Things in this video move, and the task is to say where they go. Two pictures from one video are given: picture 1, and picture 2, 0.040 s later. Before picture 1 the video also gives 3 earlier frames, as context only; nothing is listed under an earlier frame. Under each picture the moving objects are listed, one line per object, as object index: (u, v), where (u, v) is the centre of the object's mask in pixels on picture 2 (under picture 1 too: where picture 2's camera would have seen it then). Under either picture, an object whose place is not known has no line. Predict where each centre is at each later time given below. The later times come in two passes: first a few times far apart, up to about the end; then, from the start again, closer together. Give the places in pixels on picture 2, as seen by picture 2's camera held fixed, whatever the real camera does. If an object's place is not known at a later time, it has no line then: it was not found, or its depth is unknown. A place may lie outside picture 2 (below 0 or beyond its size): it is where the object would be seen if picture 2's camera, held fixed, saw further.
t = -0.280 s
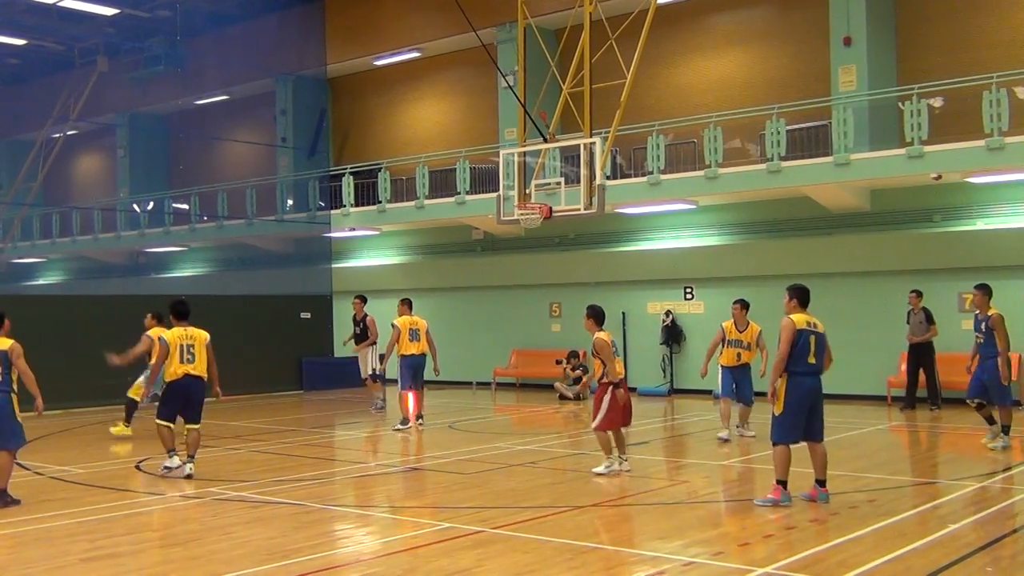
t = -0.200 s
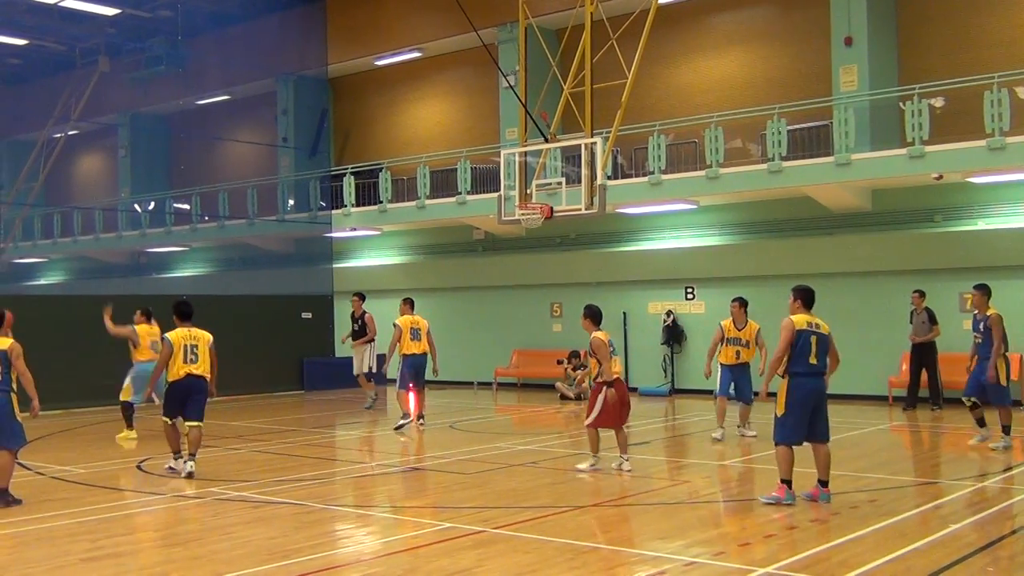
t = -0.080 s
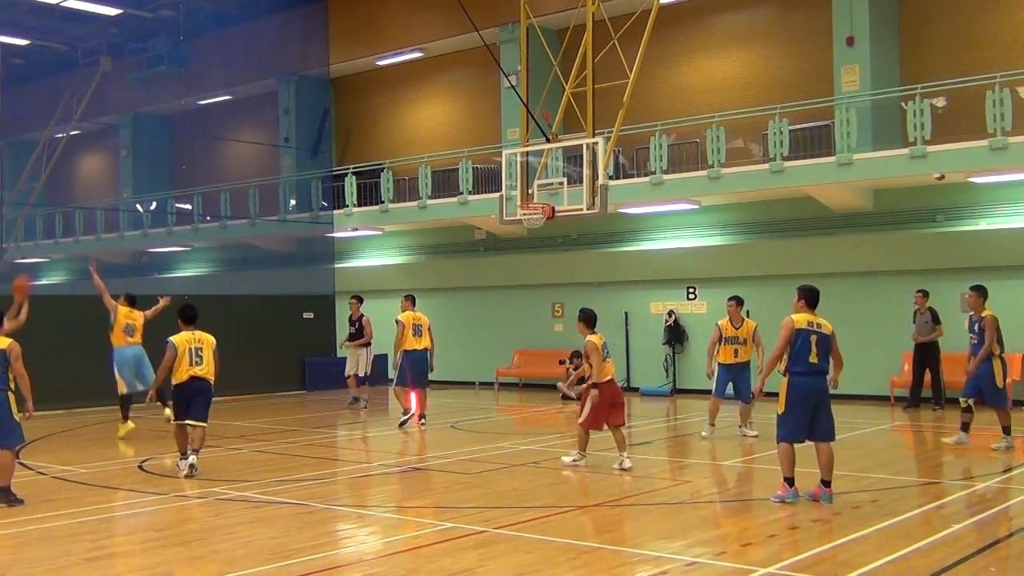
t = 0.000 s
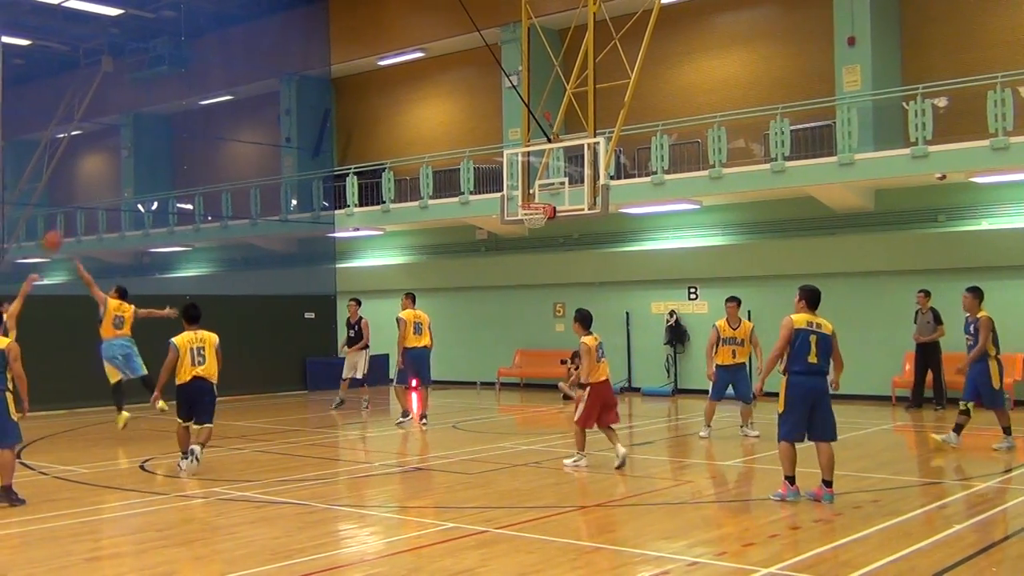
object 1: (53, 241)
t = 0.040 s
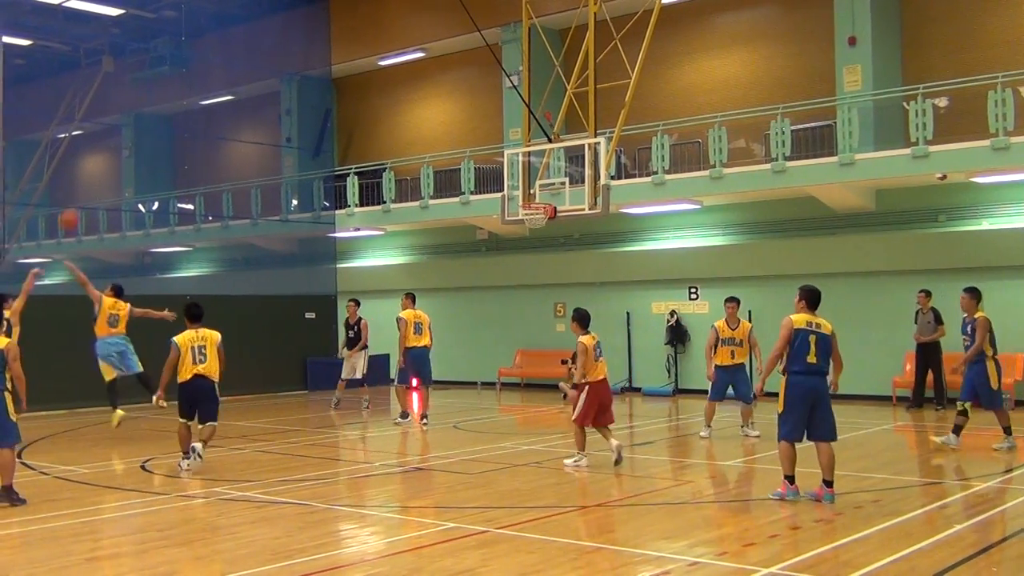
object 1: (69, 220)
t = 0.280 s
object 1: (160, 123)
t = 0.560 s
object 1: (259, 67)
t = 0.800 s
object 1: (340, 66)
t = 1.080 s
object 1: (431, 116)
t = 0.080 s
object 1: (84, 199)
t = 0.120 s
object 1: (99, 183)
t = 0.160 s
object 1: (115, 165)
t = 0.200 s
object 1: (130, 149)
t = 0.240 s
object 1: (145, 136)
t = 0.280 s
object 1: (160, 123)
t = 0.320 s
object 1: (175, 111)
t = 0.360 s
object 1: (189, 101)
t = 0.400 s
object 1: (202, 92)
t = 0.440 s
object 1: (218, 83)
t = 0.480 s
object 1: (231, 77)
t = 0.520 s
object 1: (245, 72)
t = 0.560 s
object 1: (259, 67)
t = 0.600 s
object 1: (273, 64)
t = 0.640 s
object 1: (286, 62)
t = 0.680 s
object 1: (299, 61)
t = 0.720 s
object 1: (313, 61)
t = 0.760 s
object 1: (326, 63)
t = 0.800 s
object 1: (340, 66)
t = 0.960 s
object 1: (391, 86)
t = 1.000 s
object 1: (405, 94)
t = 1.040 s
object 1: (418, 105)
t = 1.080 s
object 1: (431, 116)
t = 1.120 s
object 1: (444, 128)
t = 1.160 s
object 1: (456, 140)
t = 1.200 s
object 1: (468, 151)
